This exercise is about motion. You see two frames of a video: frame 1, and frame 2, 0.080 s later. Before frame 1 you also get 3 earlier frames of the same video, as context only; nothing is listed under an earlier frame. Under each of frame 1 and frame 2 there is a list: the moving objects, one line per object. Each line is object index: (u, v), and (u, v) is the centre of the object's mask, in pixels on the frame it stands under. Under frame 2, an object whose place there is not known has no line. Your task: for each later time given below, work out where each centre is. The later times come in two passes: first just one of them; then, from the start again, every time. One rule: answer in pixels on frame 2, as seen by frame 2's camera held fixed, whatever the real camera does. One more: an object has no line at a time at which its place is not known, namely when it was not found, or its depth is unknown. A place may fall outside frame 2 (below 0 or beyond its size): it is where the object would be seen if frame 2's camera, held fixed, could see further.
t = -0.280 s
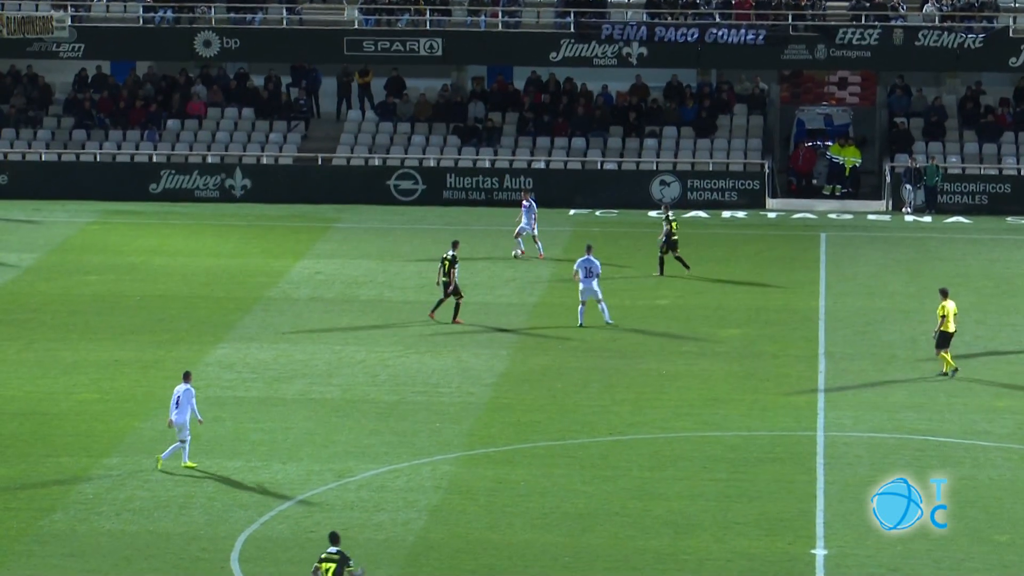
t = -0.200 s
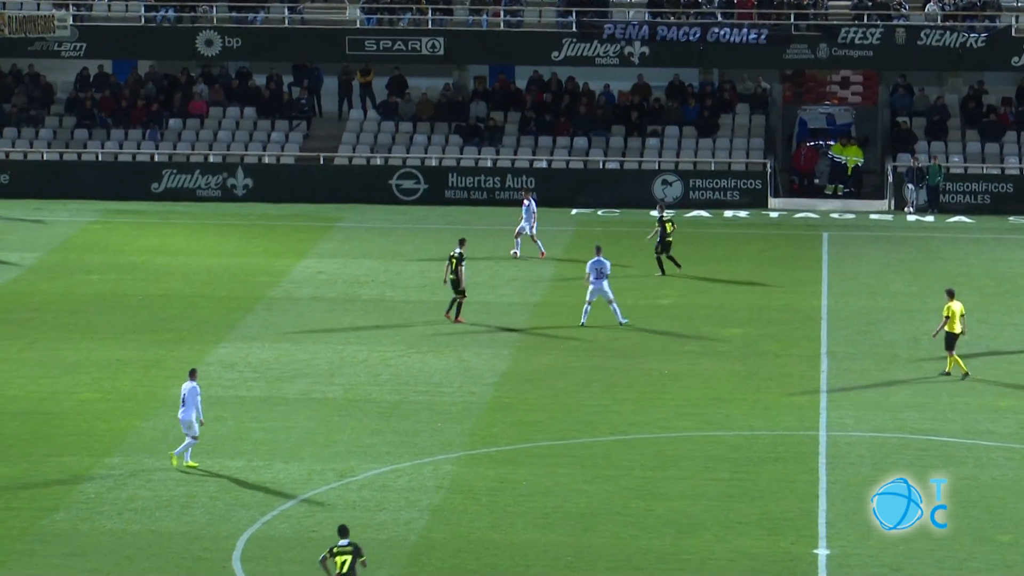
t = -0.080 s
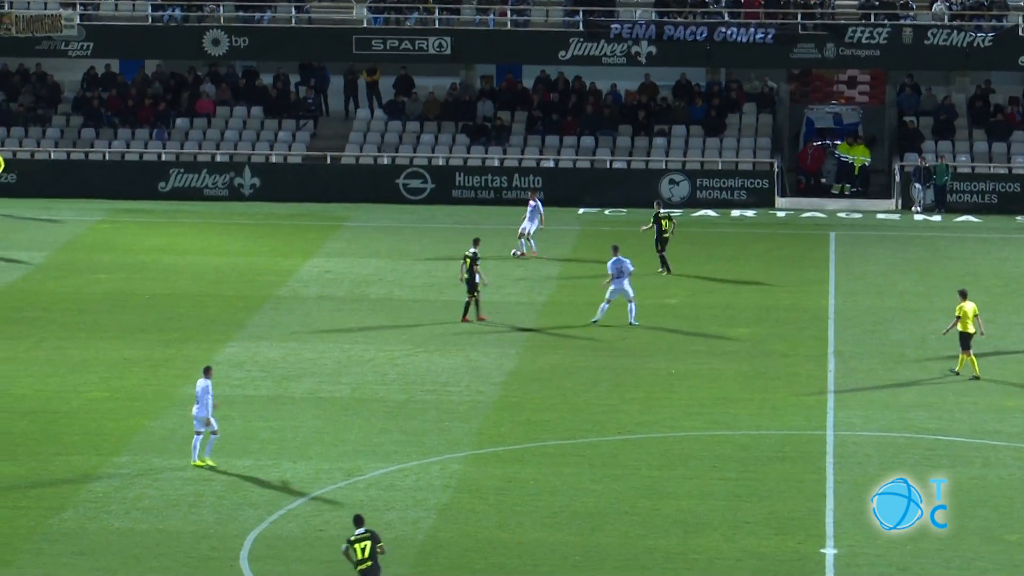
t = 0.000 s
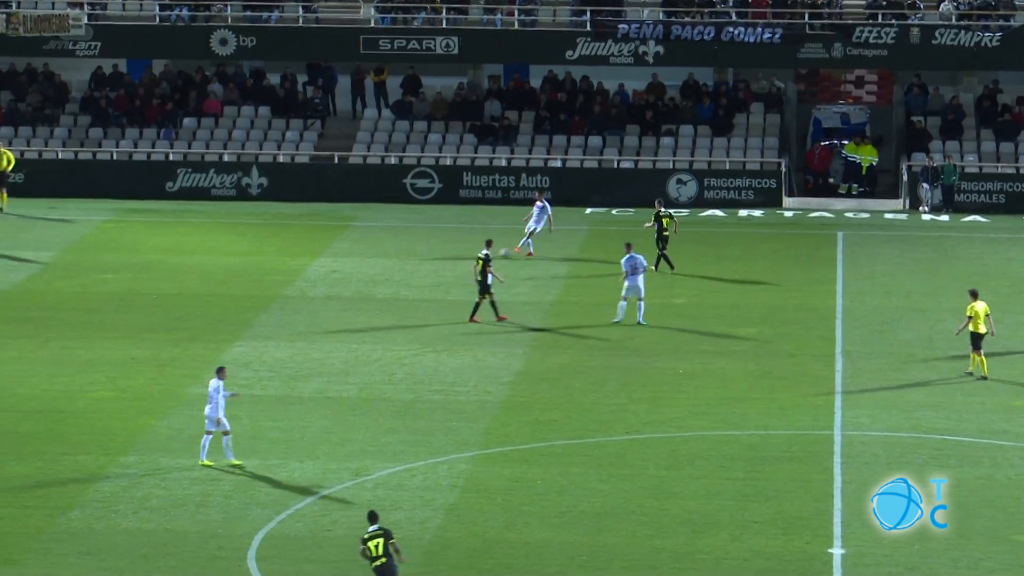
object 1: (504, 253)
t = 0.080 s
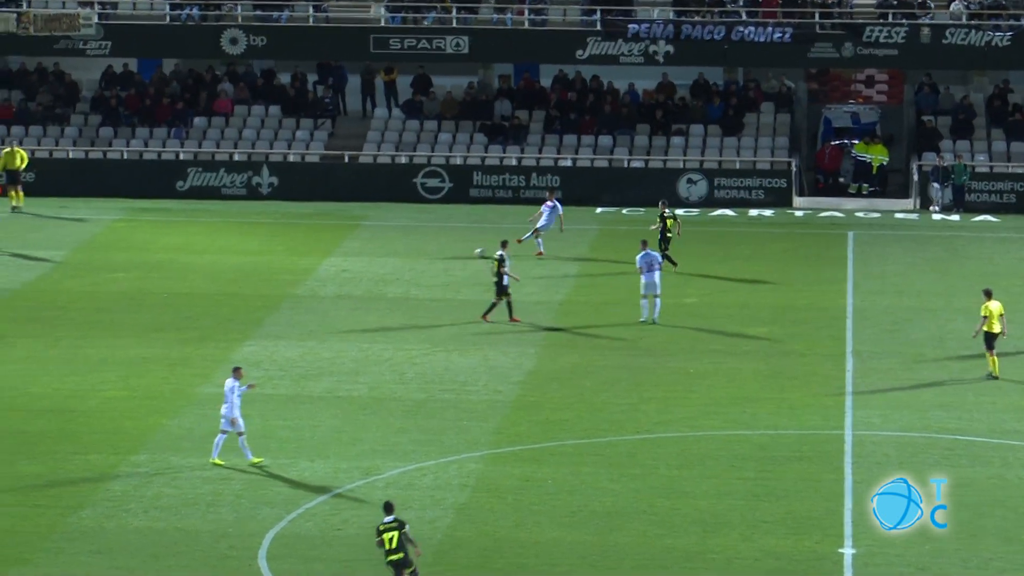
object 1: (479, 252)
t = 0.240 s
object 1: (419, 253)
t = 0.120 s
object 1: (464, 253)
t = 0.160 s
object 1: (448, 254)
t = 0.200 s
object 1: (434, 253)
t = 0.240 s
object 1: (419, 253)
